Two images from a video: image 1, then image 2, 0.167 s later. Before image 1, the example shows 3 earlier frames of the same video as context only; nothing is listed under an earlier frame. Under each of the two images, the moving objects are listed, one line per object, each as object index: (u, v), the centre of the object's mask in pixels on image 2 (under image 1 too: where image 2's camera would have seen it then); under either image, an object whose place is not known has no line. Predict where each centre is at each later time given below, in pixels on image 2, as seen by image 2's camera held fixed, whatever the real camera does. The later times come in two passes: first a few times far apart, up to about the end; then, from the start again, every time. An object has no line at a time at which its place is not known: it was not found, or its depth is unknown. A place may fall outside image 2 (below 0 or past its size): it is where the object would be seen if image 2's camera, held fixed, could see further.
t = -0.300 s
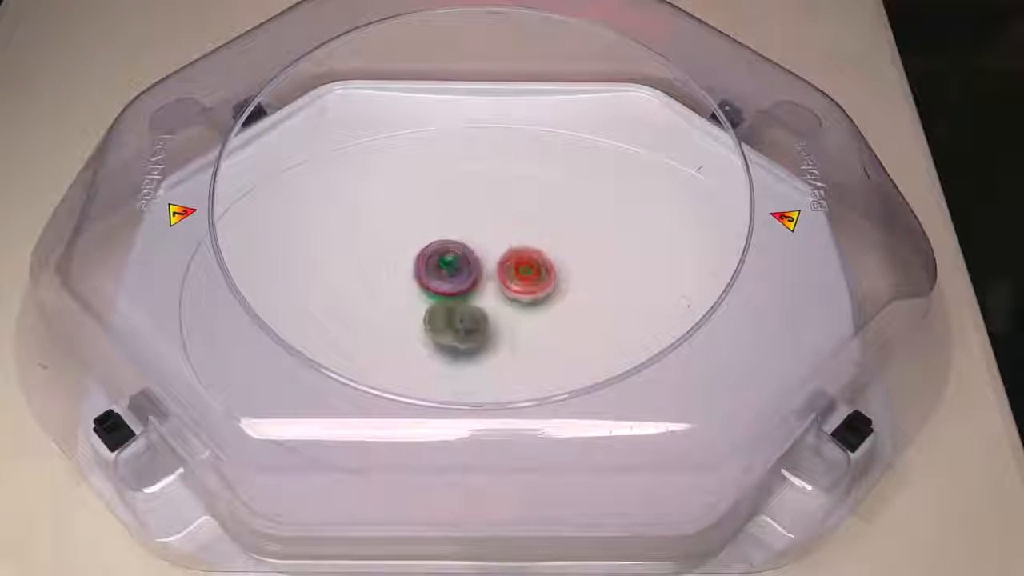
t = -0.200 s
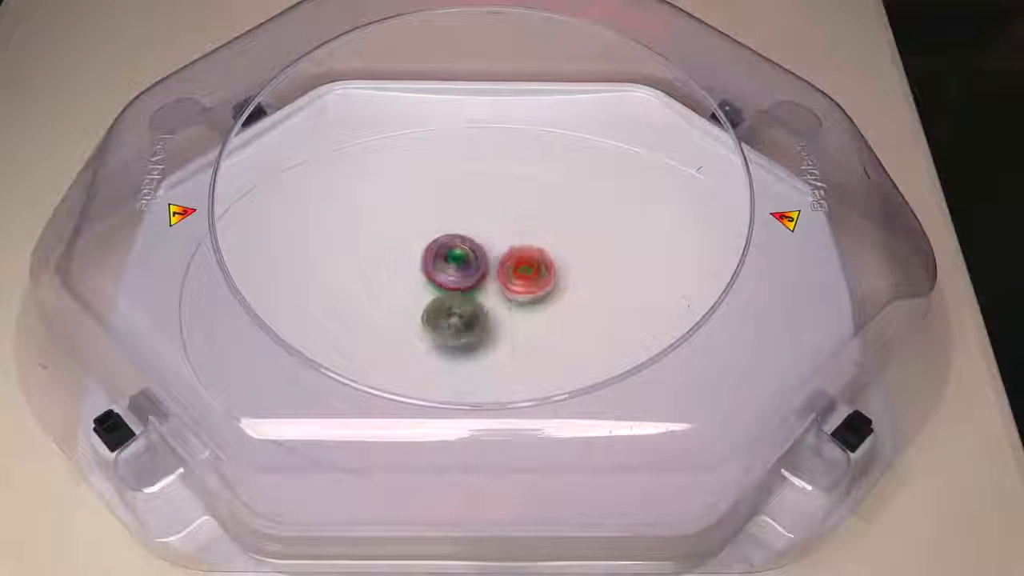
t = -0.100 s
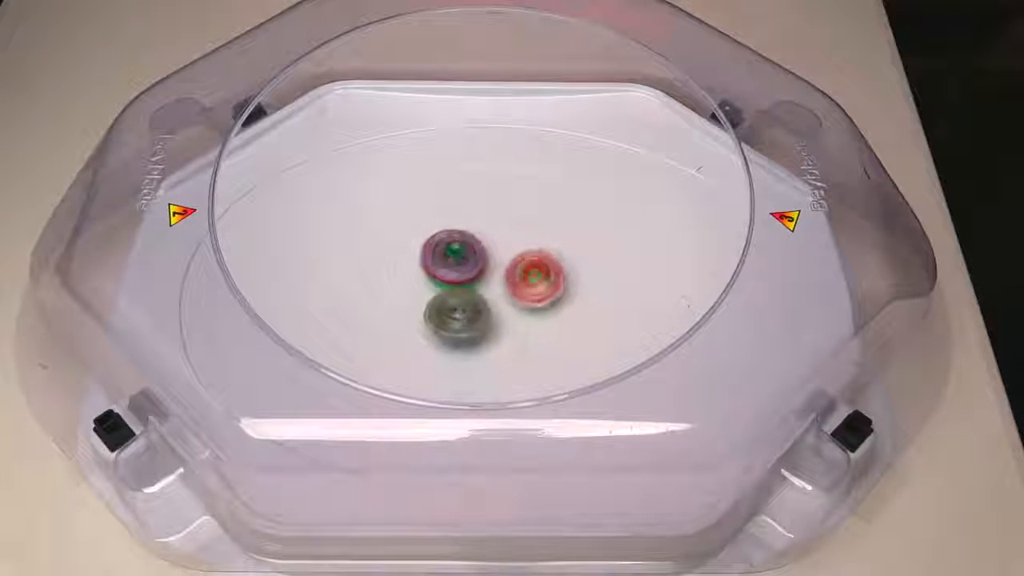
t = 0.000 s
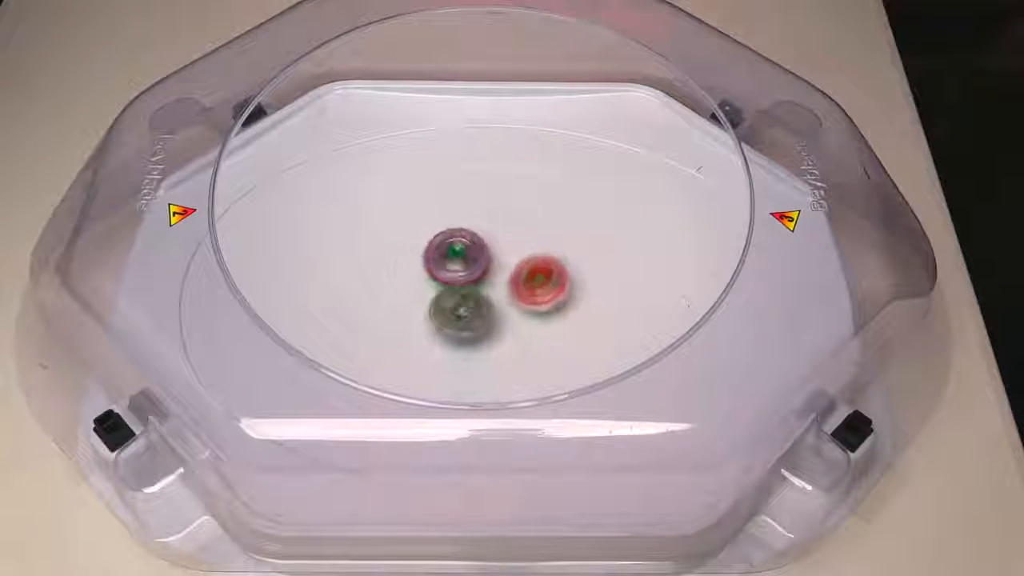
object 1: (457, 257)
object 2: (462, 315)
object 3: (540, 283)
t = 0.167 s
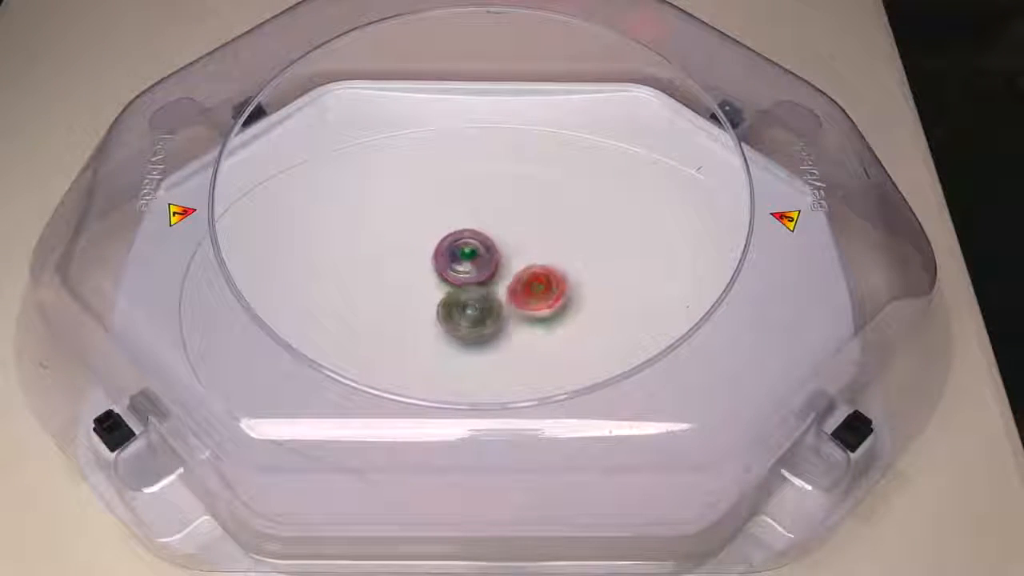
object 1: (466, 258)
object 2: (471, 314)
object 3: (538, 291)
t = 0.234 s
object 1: (469, 261)
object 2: (474, 318)
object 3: (535, 296)
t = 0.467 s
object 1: (476, 261)
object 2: (457, 333)
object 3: (540, 309)
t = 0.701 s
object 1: (467, 247)
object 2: (445, 316)
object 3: (538, 321)
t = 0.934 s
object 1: (475, 246)
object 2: (445, 302)
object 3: (526, 299)
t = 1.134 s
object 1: (473, 251)
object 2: (445, 309)
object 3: (540, 295)
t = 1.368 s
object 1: (464, 253)
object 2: (443, 316)
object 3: (552, 310)
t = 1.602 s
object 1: (460, 262)
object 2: (442, 318)
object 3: (534, 308)
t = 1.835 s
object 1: (463, 262)
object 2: (438, 323)
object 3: (533, 293)
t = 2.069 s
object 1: (463, 267)
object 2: (432, 316)
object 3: (550, 301)
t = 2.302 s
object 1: (483, 267)
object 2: (422, 316)
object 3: (539, 300)
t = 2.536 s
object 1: (483, 267)
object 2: (423, 307)
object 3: (534, 300)
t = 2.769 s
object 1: (482, 256)
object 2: (439, 299)
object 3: (527, 294)
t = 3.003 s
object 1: (478, 260)
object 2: (452, 309)
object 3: (531, 296)
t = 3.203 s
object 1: (472, 265)
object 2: (452, 319)
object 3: (524, 302)
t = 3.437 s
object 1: (474, 275)
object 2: (443, 319)
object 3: (527, 305)
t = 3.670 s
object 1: (496, 280)
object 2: (431, 309)
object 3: (568, 302)
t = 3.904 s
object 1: (508, 269)
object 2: (441, 289)
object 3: (571, 277)
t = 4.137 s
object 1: (506, 267)
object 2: (447, 292)
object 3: (564, 274)
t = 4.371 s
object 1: (503, 272)
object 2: (435, 297)
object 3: (563, 273)
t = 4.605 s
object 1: (503, 273)
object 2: (440, 290)
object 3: (563, 273)
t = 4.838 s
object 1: (504, 274)
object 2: (444, 290)
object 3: (563, 273)
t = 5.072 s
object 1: (504, 275)
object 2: (431, 290)
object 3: (562, 276)
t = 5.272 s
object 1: (503, 276)
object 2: (439, 286)
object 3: (562, 276)
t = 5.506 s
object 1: (503, 276)
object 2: (443, 294)
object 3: (562, 275)
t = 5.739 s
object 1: (503, 276)
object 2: (438, 293)
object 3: (562, 276)
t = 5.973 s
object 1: (503, 276)
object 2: (447, 296)
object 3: (562, 275)
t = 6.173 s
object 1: (504, 277)
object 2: (444, 300)
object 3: (562, 275)
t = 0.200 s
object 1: (469, 259)
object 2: (474, 316)
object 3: (536, 294)
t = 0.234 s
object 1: (469, 261)
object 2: (474, 318)
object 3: (535, 296)
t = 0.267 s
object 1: (471, 262)
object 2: (472, 322)
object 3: (535, 296)
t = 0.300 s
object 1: (474, 262)
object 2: (468, 327)
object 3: (537, 296)
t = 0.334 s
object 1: (475, 265)
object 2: (466, 331)
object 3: (537, 297)
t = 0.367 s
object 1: (477, 266)
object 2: (464, 332)
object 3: (536, 297)
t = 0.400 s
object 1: (477, 267)
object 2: (461, 332)
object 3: (535, 297)
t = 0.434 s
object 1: (478, 268)
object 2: (459, 332)
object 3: (536, 300)
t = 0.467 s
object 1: (476, 261)
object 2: (457, 333)
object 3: (540, 309)
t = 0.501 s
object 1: (474, 257)
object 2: (453, 331)
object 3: (543, 317)
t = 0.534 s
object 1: (472, 255)
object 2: (452, 329)
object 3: (544, 319)
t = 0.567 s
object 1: (469, 251)
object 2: (449, 328)
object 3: (542, 321)
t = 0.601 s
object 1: (467, 250)
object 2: (447, 325)
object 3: (542, 321)
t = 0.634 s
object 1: (467, 248)
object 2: (447, 322)
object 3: (540, 321)
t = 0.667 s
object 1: (468, 247)
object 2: (446, 318)
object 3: (539, 322)
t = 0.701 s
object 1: (467, 247)
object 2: (445, 316)
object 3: (538, 321)
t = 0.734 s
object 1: (467, 246)
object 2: (445, 312)
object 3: (537, 320)
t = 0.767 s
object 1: (468, 246)
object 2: (446, 307)
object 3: (534, 318)
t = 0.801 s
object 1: (469, 247)
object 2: (448, 304)
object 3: (533, 316)
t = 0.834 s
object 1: (470, 248)
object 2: (449, 302)
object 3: (531, 313)
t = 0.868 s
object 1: (472, 247)
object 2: (448, 301)
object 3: (529, 308)
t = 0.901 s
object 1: (472, 247)
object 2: (448, 299)
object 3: (528, 304)
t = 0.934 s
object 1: (475, 246)
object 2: (445, 302)
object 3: (526, 299)
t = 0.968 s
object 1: (478, 247)
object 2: (444, 306)
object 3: (526, 294)
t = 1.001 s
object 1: (478, 249)
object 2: (444, 307)
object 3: (524, 289)
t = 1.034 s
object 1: (478, 252)
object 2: (444, 308)
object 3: (526, 288)
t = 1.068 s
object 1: (475, 253)
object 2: (444, 308)
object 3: (530, 290)
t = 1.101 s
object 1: (474, 251)
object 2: (444, 308)
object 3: (535, 293)
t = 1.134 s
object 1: (473, 251)
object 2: (445, 309)
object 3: (540, 295)
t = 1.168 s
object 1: (470, 253)
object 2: (446, 308)
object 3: (545, 296)
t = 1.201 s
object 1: (467, 254)
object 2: (446, 308)
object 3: (547, 299)
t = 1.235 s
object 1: (464, 254)
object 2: (446, 309)
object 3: (550, 300)
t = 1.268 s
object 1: (466, 251)
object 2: (442, 314)
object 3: (553, 304)
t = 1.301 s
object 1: (468, 251)
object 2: (443, 315)
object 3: (553, 307)
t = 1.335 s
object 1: (467, 253)
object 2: (443, 316)
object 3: (553, 308)
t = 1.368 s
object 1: (464, 253)
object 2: (443, 316)
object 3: (552, 310)
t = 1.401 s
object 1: (462, 253)
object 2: (442, 317)
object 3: (552, 312)
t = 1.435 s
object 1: (462, 254)
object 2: (442, 316)
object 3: (550, 313)
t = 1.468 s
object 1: (464, 255)
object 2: (443, 316)
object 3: (548, 315)
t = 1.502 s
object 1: (464, 256)
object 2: (443, 315)
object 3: (545, 315)
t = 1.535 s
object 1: (462, 260)
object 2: (443, 316)
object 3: (542, 314)
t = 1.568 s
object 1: (461, 262)
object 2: (442, 316)
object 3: (538, 311)
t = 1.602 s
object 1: (460, 262)
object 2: (442, 318)
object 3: (534, 308)
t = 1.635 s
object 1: (461, 262)
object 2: (443, 317)
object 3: (531, 305)
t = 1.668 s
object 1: (462, 264)
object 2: (443, 317)
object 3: (527, 301)
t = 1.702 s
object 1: (463, 264)
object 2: (440, 320)
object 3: (525, 297)
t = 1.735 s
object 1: (466, 263)
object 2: (439, 323)
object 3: (524, 294)
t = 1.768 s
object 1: (468, 264)
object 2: (437, 324)
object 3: (523, 289)
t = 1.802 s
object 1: (465, 263)
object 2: (437, 324)
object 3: (530, 292)
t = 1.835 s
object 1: (463, 262)
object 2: (438, 323)
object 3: (533, 293)
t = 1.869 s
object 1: (463, 259)
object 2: (436, 320)
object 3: (536, 295)
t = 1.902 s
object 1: (464, 259)
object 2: (436, 322)
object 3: (538, 293)
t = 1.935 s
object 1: (465, 260)
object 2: (435, 320)
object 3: (541, 294)
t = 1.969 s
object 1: (465, 262)
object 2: (435, 319)
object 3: (546, 295)
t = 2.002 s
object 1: (465, 264)
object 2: (434, 318)
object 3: (547, 296)
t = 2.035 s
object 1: (464, 266)
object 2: (434, 316)
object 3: (548, 298)
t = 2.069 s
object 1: (463, 267)
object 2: (432, 316)
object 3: (550, 301)
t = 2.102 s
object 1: (464, 267)
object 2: (431, 316)
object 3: (550, 302)
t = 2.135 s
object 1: (467, 267)
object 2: (431, 315)
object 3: (549, 303)
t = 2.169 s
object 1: (468, 269)
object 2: (432, 314)
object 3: (546, 302)
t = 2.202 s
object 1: (470, 269)
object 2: (433, 311)
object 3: (545, 303)
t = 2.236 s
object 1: (475, 268)
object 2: (428, 314)
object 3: (544, 303)
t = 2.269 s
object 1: (481, 268)
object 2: (423, 317)
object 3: (541, 302)
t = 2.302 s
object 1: (483, 267)
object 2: (422, 316)
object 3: (539, 300)
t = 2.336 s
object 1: (485, 266)
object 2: (422, 315)
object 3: (537, 300)
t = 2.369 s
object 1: (485, 264)
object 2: (422, 316)
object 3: (537, 302)
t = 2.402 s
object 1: (485, 264)
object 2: (422, 314)
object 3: (536, 303)
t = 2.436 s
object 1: (483, 265)
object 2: (421, 312)
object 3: (536, 305)
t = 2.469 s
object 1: (483, 267)
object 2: (422, 310)
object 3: (536, 304)
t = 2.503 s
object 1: (483, 267)
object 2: (422, 308)
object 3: (534, 303)
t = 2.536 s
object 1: (483, 267)
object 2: (423, 307)
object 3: (534, 300)
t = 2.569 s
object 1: (483, 267)
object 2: (424, 304)
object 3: (535, 297)
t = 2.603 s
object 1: (482, 267)
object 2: (427, 302)
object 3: (537, 299)
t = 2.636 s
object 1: (482, 265)
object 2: (429, 301)
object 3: (537, 298)
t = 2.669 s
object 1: (480, 262)
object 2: (433, 299)
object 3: (533, 300)
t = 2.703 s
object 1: (480, 260)
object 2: (436, 299)
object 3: (532, 299)
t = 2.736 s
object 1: (480, 257)
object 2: (436, 298)
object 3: (529, 298)
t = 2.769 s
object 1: (482, 256)
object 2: (439, 299)
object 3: (527, 294)
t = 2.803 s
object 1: (482, 255)
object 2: (441, 298)
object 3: (528, 293)
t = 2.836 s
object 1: (481, 254)
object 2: (444, 301)
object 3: (531, 293)
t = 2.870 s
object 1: (483, 254)
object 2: (447, 302)
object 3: (535, 294)
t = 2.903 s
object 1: (482, 255)
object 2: (449, 303)
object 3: (533, 293)
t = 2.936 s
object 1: (481, 256)
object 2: (451, 304)
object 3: (532, 294)
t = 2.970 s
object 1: (481, 259)
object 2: (451, 307)
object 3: (531, 292)
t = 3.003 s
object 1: (478, 260)
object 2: (452, 309)
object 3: (531, 296)
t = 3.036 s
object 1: (477, 261)
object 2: (452, 310)
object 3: (529, 297)
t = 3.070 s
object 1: (474, 264)
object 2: (452, 313)
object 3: (527, 299)
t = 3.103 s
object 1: (473, 263)
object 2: (453, 314)
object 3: (524, 298)
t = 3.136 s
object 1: (472, 263)
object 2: (452, 316)
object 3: (526, 302)
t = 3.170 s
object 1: (472, 263)
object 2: (452, 317)
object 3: (525, 302)
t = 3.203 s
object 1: (472, 265)
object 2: (452, 319)
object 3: (524, 302)
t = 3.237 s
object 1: (469, 265)
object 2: (452, 319)
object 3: (522, 303)
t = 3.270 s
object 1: (465, 265)
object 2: (451, 319)
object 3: (523, 303)
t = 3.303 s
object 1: (463, 267)
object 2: (451, 320)
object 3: (524, 304)
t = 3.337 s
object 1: (464, 268)
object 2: (449, 320)
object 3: (525, 303)
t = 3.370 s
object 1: (467, 269)
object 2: (448, 320)
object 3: (527, 303)
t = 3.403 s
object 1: (473, 270)
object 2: (439, 324)
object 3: (527, 304)
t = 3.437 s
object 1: (474, 275)
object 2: (443, 319)
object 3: (527, 305)
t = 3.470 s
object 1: (476, 276)
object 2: (441, 319)
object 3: (534, 308)
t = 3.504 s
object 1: (478, 277)
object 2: (439, 320)
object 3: (540, 310)
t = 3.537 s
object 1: (481, 280)
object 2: (436, 317)
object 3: (545, 309)
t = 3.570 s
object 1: (487, 283)
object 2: (432, 317)
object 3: (554, 307)
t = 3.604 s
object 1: (491, 282)
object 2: (431, 314)
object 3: (558, 306)
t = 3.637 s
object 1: (494, 281)
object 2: (431, 311)
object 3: (561, 304)
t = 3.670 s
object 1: (496, 280)
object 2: (431, 309)
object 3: (568, 302)
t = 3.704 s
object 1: (498, 279)
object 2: (432, 307)
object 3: (571, 299)
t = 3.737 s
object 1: (499, 278)
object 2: (432, 305)
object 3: (575, 296)
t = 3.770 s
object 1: (501, 277)
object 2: (435, 300)
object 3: (577, 290)
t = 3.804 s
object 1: (501, 276)
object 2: (437, 294)
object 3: (577, 287)
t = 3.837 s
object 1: (502, 275)
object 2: (439, 294)
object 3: (576, 284)
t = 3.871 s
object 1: (507, 272)
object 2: (439, 291)
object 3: (573, 279)
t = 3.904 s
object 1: (508, 269)
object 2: (441, 289)
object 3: (571, 277)
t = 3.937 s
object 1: (507, 267)
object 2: (445, 289)
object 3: (566, 275)
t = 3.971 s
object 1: (506, 267)
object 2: (447, 288)
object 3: (564, 274)
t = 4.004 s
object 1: (505, 267)
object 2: (448, 288)
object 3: (564, 274)
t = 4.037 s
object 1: (506, 266)
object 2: (450, 289)
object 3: (564, 274)
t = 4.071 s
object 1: (506, 266)
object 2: (450, 287)
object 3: (564, 274)
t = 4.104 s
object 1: (506, 267)
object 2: (452, 290)
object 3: (564, 274)
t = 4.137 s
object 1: (506, 267)
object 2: (447, 292)
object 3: (564, 274)
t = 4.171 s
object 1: (506, 267)
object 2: (445, 292)
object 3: (564, 274)
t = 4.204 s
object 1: (506, 268)
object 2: (443, 296)
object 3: (564, 274)
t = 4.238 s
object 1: (505, 268)
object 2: (440, 297)
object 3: (564, 273)
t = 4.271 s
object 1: (505, 269)
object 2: (438, 297)
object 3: (564, 273)
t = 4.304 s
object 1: (504, 270)
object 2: (438, 298)
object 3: (564, 273)
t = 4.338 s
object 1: (504, 271)
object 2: (436, 297)
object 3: (563, 273)
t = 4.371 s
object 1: (503, 272)
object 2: (435, 297)
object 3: (563, 273)
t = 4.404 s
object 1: (502, 273)
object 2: (434, 296)
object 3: (563, 274)
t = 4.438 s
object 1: (502, 274)
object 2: (434, 295)
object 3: (563, 274)
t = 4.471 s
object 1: (501, 274)
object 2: (434, 294)
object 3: (563, 274)
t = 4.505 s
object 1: (501, 274)
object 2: (435, 292)
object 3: (563, 274)
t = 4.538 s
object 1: (502, 274)
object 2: (437, 291)
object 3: (563, 273)
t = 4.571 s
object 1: (502, 273)
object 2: (437, 291)
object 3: (563, 273)
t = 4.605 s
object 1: (503, 273)
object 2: (440, 290)
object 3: (563, 273)
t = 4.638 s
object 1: (503, 273)
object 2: (441, 290)
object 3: (563, 273)
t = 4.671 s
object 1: (504, 273)
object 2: (442, 290)
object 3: (563, 273)
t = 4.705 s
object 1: (504, 272)
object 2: (443, 290)
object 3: (562, 273)
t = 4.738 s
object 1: (504, 272)
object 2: (444, 290)
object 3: (562, 273)
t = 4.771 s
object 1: (504, 273)
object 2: (445, 292)
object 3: (562, 273)
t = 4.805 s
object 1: (504, 273)
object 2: (444, 291)
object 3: (563, 274)
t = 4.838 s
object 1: (504, 274)
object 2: (444, 290)
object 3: (563, 273)
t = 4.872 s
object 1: (504, 274)
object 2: (441, 293)
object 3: (563, 276)
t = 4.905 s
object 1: (504, 276)
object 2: (439, 293)
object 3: (562, 276)
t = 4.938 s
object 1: (503, 276)
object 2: (437, 293)
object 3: (562, 276)
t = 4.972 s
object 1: (503, 277)
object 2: (434, 292)
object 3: (562, 276)
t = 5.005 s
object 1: (503, 276)
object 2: (433, 292)
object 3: (562, 276)
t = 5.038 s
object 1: (504, 276)
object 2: (431, 290)
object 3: (562, 276)
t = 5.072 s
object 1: (504, 275)
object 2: (431, 290)
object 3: (562, 276)
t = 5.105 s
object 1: (504, 275)
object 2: (431, 289)
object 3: (562, 276)
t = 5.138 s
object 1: (504, 274)
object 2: (435, 289)
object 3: (562, 276)
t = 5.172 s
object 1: (504, 275)
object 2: (435, 287)
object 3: (562, 276)
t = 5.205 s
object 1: (504, 275)
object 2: (435, 284)
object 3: (562, 276)
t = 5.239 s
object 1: (504, 276)
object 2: (438, 287)
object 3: (562, 276)
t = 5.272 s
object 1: (503, 276)
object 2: (439, 286)
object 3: (562, 276)
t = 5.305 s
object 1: (503, 275)
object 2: (441, 287)
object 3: (562, 276)
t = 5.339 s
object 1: (503, 275)
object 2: (442, 288)
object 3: (562, 276)
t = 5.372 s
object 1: (503, 275)
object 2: (444, 288)
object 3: (562, 276)
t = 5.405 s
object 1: (503, 275)
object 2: (443, 290)
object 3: (562, 276)
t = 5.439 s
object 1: (503, 276)
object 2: (443, 288)
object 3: (562, 276)
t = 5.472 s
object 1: (503, 276)
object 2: (443, 292)
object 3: (562, 275)
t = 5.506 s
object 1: (503, 276)
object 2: (443, 294)
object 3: (562, 275)
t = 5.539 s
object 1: (503, 276)
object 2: (441, 294)
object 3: (562, 275)
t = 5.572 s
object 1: (503, 276)
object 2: (440, 295)
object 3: (562, 276)
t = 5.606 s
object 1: (503, 276)
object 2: (440, 295)
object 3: (562, 276)
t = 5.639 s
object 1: (503, 276)
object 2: (439, 294)
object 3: (562, 276)
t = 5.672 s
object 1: (503, 276)
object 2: (440, 293)
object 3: (562, 276)
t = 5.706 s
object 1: (503, 276)
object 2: (440, 293)
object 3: (562, 276)
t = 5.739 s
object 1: (503, 276)
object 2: (438, 293)
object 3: (562, 276)
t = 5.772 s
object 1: (503, 276)
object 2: (440, 293)
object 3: (562, 276)
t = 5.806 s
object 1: (503, 276)
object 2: (441, 292)
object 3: (562, 276)
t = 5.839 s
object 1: (503, 276)
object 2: (441, 293)
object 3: (562, 276)
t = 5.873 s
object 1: (503, 276)
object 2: (441, 293)
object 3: (562, 276)
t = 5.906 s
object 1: (503, 276)
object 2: (442, 294)
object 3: (562, 275)
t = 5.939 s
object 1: (503, 276)
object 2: (445, 294)
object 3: (562, 276)
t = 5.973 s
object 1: (503, 276)
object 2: (447, 296)
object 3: (562, 275)
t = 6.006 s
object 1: (503, 276)
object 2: (448, 298)
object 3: (562, 275)
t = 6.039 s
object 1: (503, 276)
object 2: (446, 297)
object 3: (562, 275)
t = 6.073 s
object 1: (503, 276)
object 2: (446, 298)
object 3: (562, 275)
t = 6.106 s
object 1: (503, 276)
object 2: (446, 299)
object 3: (562, 275)
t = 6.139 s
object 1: (504, 277)
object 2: (444, 302)
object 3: (563, 275)
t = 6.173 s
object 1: (504, 277)
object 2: (444, 300)
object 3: (562, 275)
